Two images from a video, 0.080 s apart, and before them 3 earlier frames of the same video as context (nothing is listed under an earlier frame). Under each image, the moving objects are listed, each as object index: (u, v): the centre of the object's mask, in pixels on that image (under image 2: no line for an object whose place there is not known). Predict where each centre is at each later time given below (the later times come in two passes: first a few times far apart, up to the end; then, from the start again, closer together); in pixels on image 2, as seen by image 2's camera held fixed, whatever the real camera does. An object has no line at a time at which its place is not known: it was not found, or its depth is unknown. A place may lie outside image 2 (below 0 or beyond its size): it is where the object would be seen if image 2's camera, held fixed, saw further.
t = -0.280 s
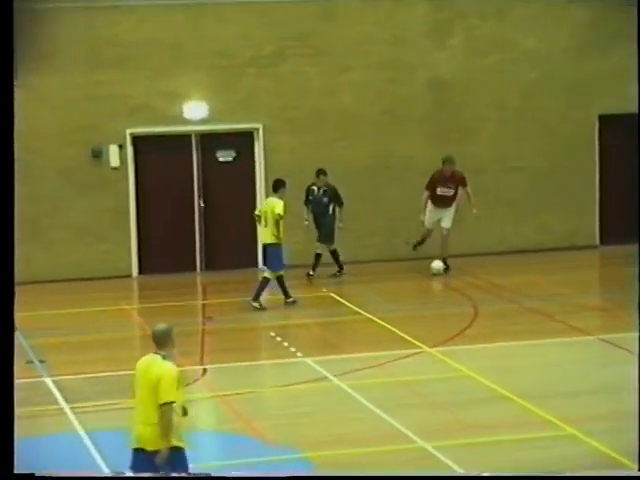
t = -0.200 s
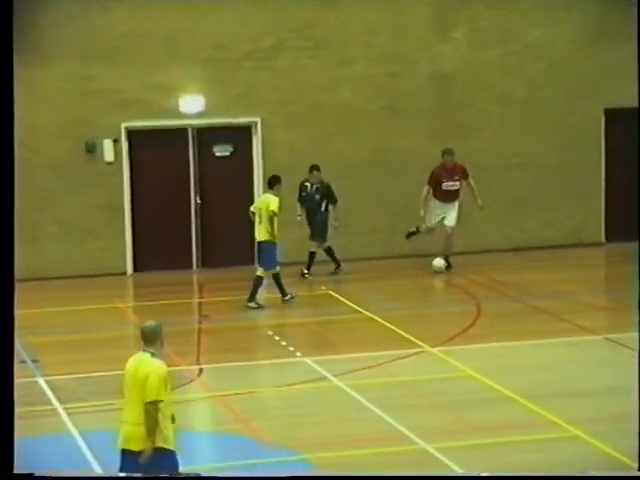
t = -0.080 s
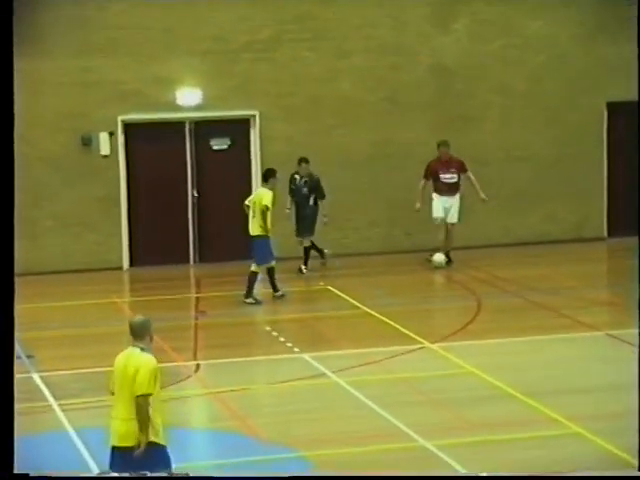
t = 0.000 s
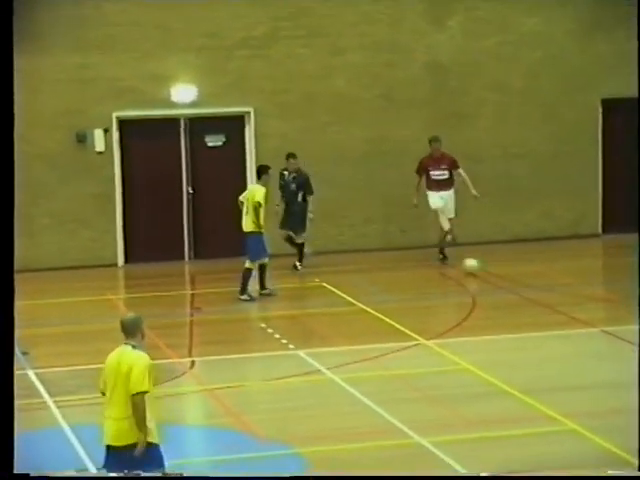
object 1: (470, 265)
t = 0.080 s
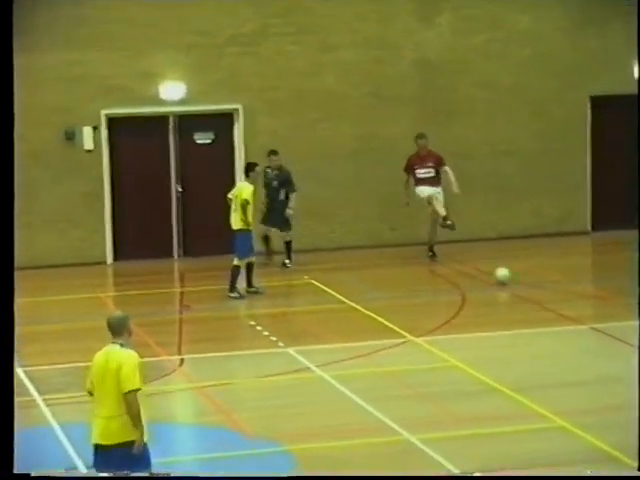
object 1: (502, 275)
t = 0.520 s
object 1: (757, 337)
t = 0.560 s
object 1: (780, 343)
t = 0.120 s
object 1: (523, 280)
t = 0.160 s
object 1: (544, 286)
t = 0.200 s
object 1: (567, 291)
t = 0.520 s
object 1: (757, 337)
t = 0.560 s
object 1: (780, 343)
